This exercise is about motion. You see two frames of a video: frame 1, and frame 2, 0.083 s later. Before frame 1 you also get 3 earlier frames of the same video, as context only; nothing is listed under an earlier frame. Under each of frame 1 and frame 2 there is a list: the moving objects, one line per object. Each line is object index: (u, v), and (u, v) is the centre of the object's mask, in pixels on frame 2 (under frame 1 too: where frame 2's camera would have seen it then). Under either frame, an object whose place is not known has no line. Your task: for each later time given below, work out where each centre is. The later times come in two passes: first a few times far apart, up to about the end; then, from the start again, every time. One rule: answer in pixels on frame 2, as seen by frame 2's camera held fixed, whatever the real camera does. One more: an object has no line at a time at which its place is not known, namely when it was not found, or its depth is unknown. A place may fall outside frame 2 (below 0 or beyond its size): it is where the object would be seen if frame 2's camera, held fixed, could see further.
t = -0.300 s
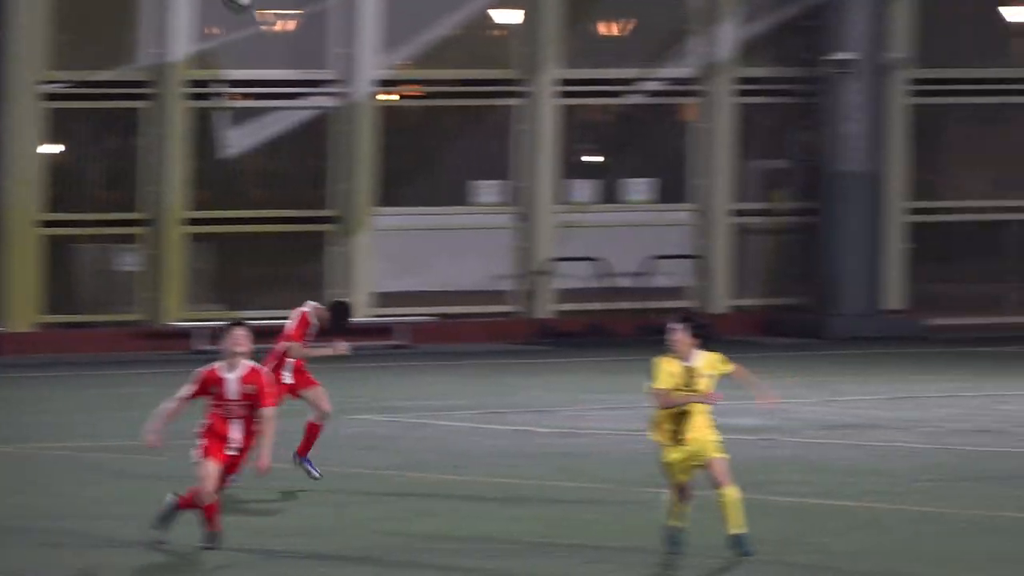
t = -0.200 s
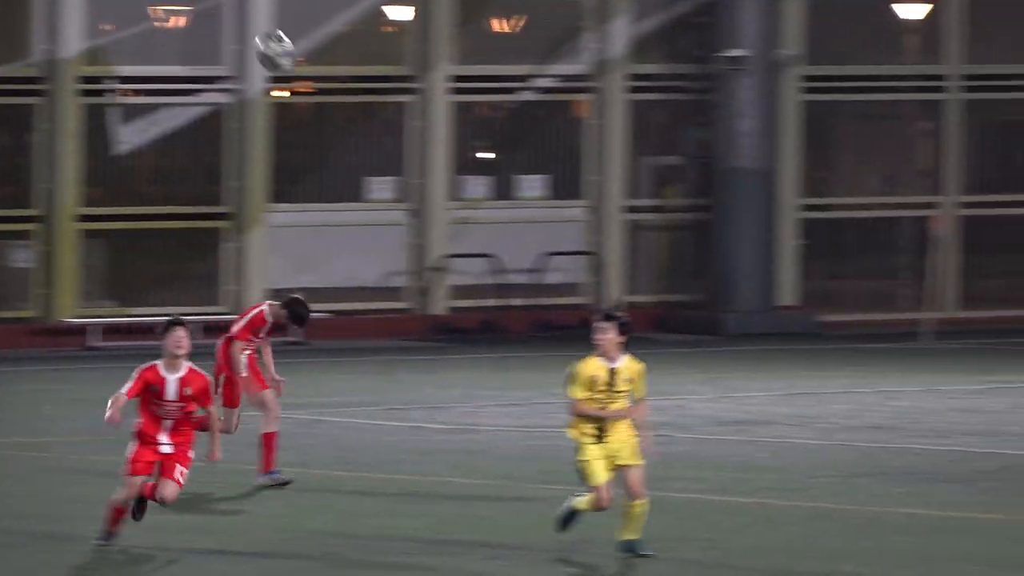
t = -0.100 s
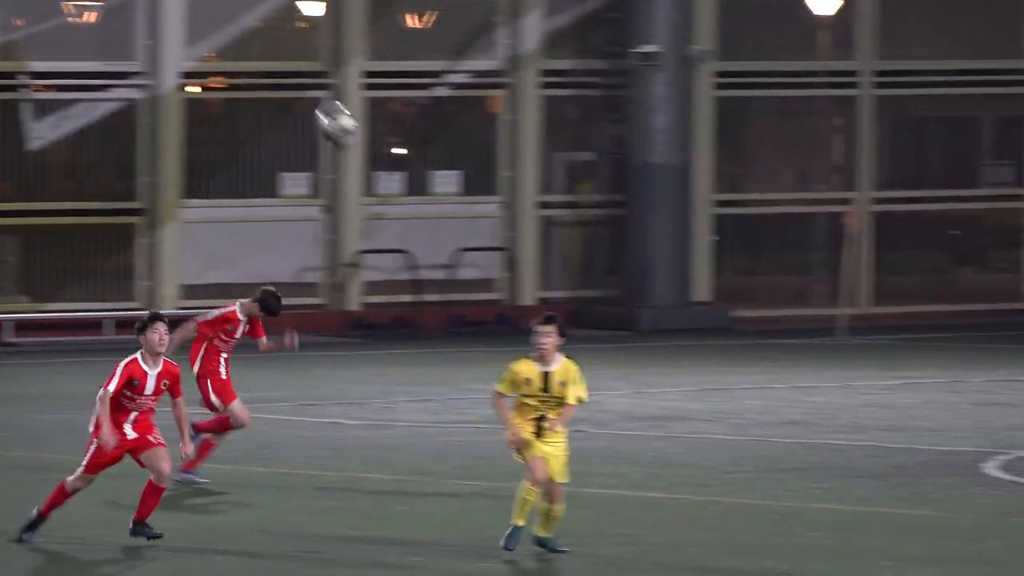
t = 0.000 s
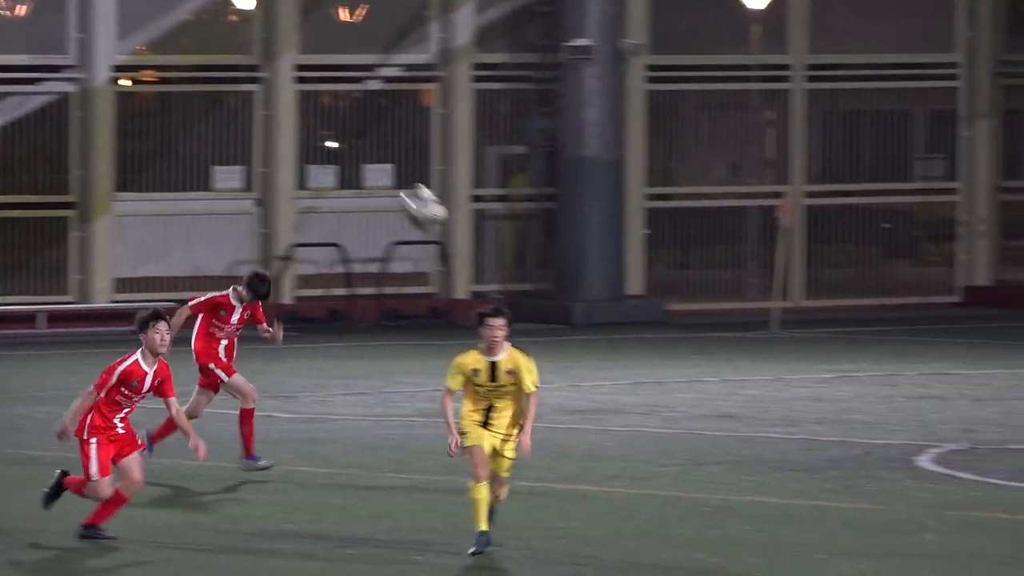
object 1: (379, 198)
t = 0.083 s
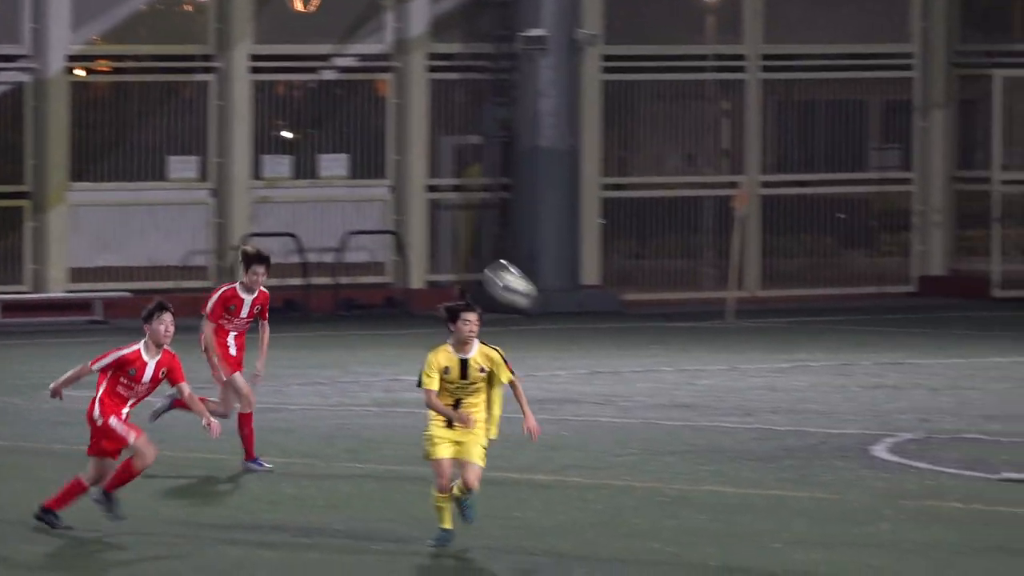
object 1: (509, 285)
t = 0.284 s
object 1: (837, 540)
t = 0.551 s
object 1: (1068, 420)
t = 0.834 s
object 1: (1298, 348)
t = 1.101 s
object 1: (1532, 432)
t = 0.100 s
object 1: (535, 302)
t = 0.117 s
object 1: (562, 324)
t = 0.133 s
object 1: (588, 343)
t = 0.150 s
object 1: (615, 363)
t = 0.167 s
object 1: (642, 385)
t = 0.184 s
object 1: (668, 404)
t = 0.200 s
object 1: (697, 427)
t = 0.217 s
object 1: (723, 446)
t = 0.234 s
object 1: (752, 469)
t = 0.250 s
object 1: (779, 492)
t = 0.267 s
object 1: (806, 515)
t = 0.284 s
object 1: (837, 540)
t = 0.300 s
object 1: (866, 564)
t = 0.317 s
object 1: (891, 585)
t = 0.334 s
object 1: (907, 575)
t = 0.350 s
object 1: (919, 559)
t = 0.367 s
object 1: (931, 545)
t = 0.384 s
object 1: (942, 532)
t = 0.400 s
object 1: (955, 517)
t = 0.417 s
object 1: (967, 505)
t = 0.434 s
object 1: (978, 493)
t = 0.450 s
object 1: (992, 480)
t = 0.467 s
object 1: (1005, 469)
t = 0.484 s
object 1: (1018, 457)
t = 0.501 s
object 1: (1031, 447)
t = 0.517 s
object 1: (1043, 438)
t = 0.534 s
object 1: (1055, 430)
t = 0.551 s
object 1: (1068, 420)
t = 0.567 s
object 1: (1082, 411)
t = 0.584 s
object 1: (1095, 403)
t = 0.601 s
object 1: (1109, 396)
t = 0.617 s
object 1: (1121, 390)
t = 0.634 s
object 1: (1134, 384)
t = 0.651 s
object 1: (1147, 377)
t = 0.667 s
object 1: (1161, 371)
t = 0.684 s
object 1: (1175, 366)
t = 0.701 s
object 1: (1189, 362)
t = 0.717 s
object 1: (1202, 358)
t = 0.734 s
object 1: (1215, 355)
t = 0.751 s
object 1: (1228, 353)
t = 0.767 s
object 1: (1242, 350)
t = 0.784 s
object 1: (1257, 348)
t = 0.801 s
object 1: (1270, 347)
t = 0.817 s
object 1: (1284, 347)
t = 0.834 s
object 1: (1298, 348)
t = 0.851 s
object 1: (1311, 348)
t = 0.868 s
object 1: (1326, 349)
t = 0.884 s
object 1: (1339, 350)
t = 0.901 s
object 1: (1354, 353)
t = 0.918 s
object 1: (1368, 356)
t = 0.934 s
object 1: (1383, 360)
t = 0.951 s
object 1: (1397, 365)
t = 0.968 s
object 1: (1411, 369)
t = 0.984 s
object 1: (1426, 374)
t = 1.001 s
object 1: (1441, 380)
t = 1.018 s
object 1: (1456, 387)
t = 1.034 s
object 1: (1471, 396)
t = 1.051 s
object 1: (1486, 403)
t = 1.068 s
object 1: (1501, 412)
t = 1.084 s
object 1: (1516, 421)
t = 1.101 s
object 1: (1532, 432)
